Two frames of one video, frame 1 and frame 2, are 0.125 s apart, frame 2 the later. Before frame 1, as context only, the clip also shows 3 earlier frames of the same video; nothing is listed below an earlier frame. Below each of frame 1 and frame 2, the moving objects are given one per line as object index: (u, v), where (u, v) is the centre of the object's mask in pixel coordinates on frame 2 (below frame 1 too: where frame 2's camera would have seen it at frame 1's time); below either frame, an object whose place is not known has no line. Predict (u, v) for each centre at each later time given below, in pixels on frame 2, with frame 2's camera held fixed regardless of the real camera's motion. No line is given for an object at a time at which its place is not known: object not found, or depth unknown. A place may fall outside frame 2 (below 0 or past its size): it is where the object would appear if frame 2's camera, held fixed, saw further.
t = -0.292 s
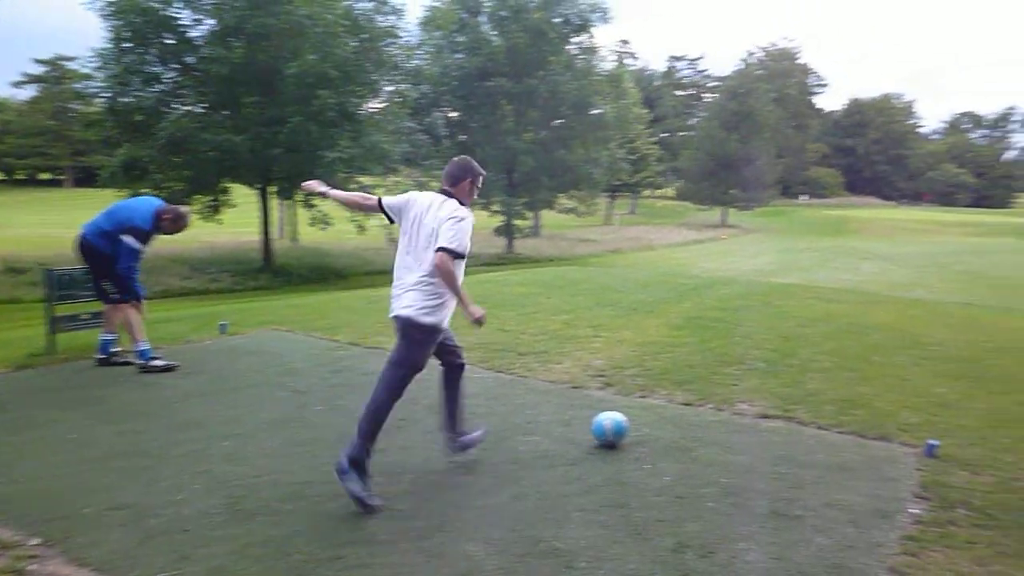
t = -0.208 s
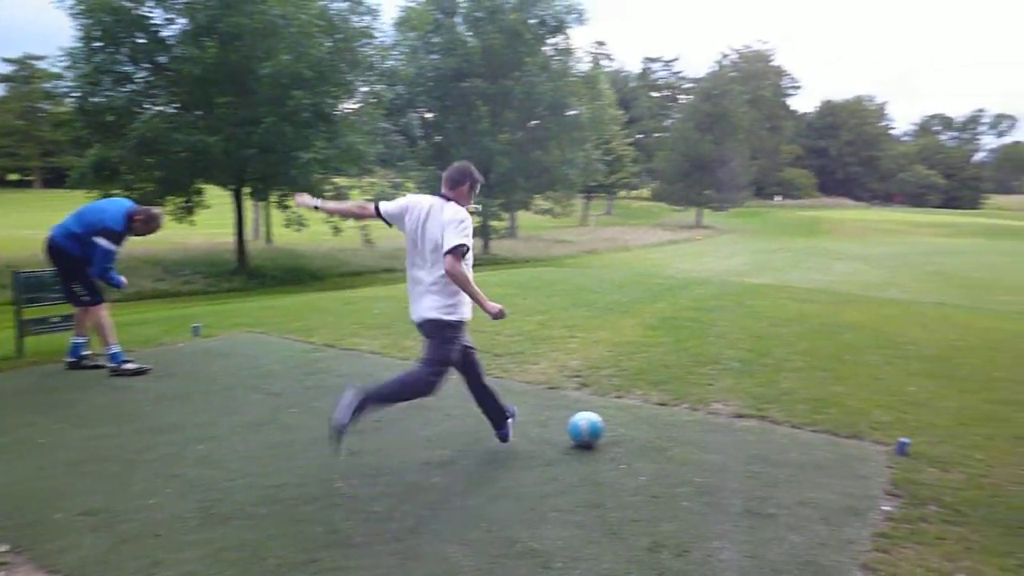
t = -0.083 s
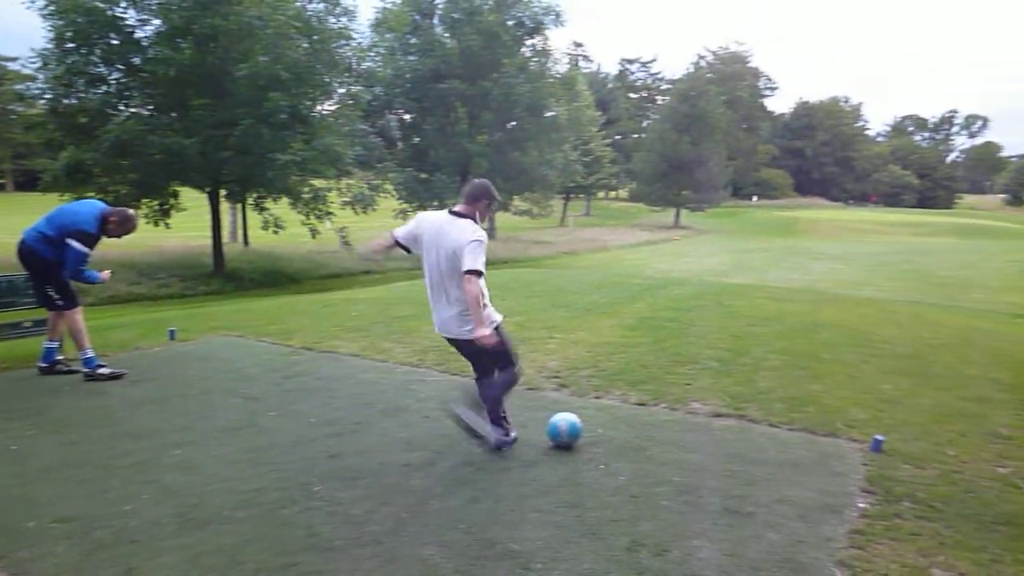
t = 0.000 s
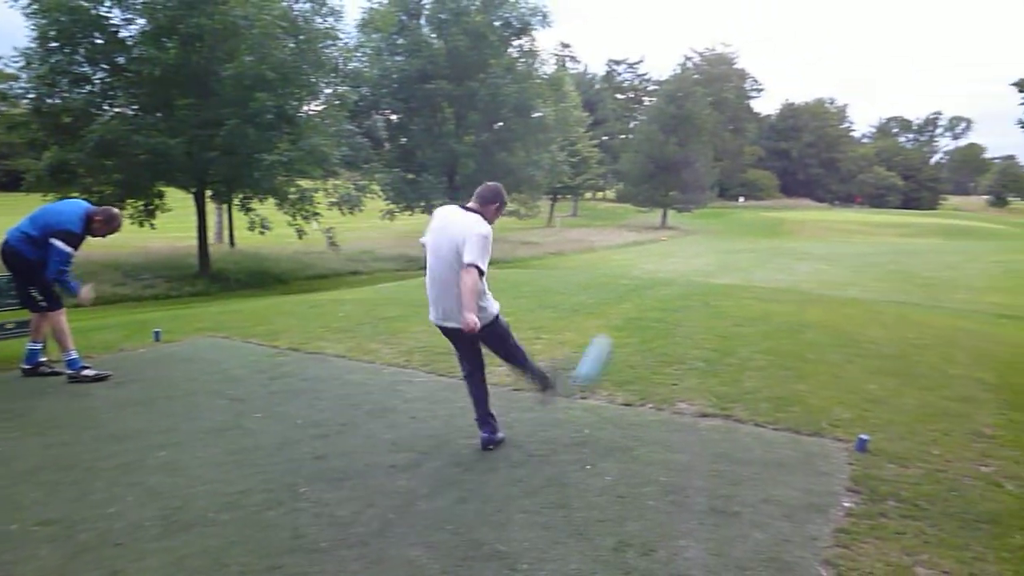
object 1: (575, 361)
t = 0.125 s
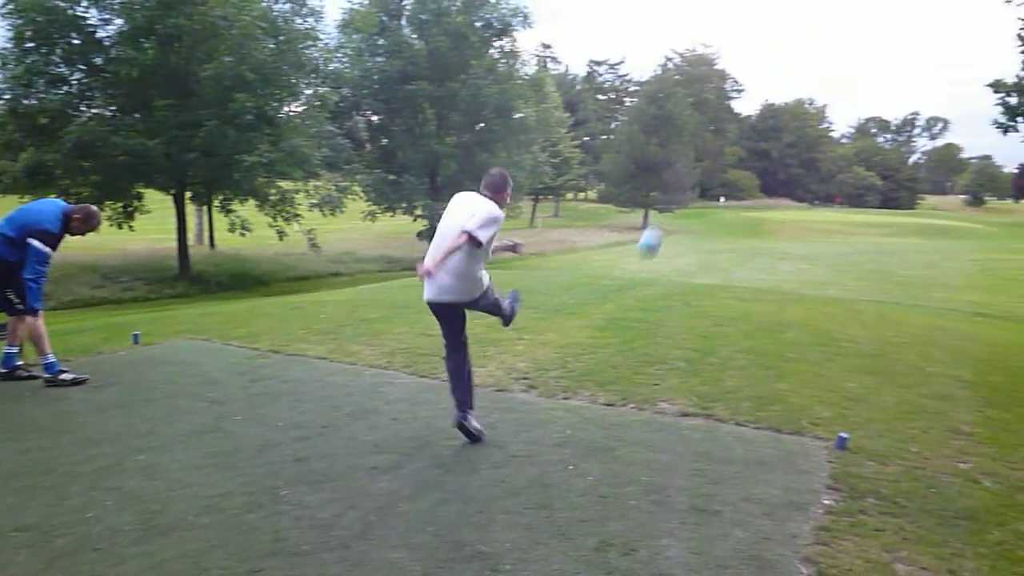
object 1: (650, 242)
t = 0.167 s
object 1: (663, 219)
